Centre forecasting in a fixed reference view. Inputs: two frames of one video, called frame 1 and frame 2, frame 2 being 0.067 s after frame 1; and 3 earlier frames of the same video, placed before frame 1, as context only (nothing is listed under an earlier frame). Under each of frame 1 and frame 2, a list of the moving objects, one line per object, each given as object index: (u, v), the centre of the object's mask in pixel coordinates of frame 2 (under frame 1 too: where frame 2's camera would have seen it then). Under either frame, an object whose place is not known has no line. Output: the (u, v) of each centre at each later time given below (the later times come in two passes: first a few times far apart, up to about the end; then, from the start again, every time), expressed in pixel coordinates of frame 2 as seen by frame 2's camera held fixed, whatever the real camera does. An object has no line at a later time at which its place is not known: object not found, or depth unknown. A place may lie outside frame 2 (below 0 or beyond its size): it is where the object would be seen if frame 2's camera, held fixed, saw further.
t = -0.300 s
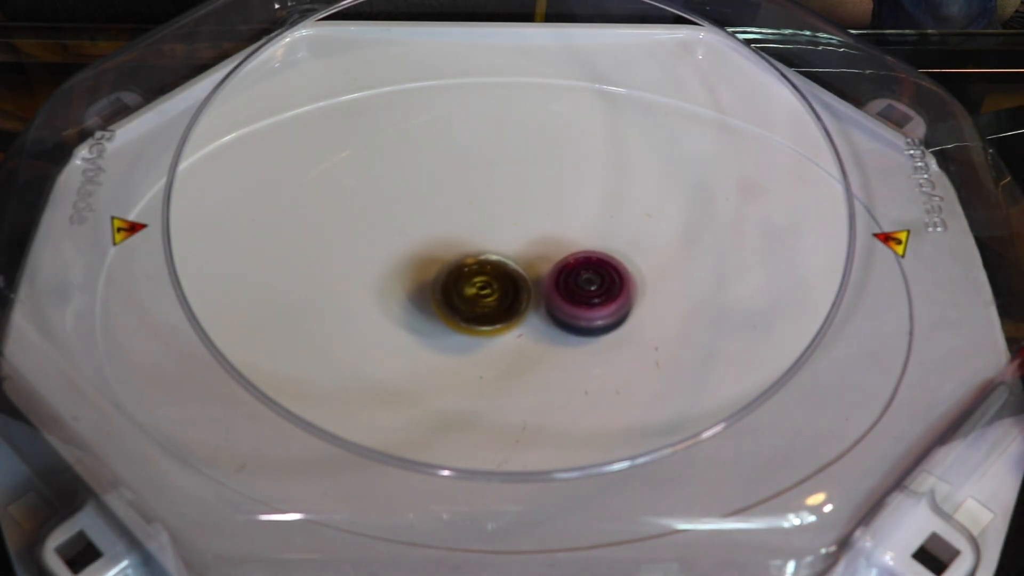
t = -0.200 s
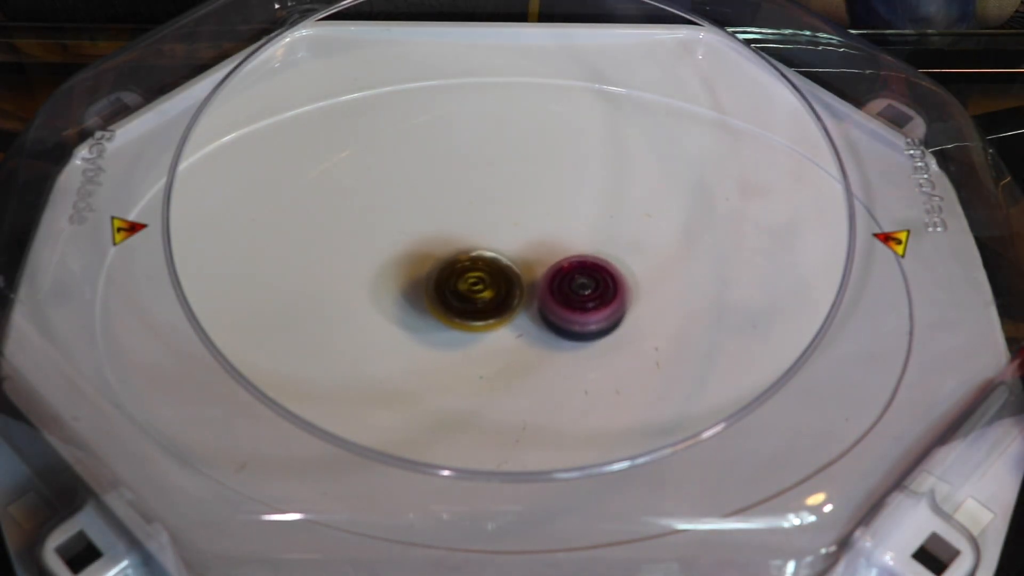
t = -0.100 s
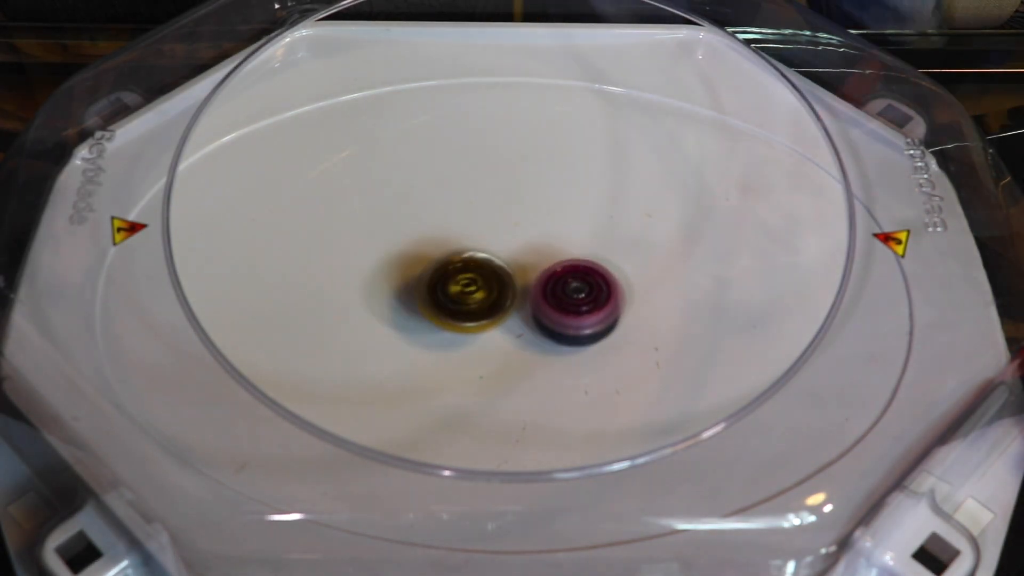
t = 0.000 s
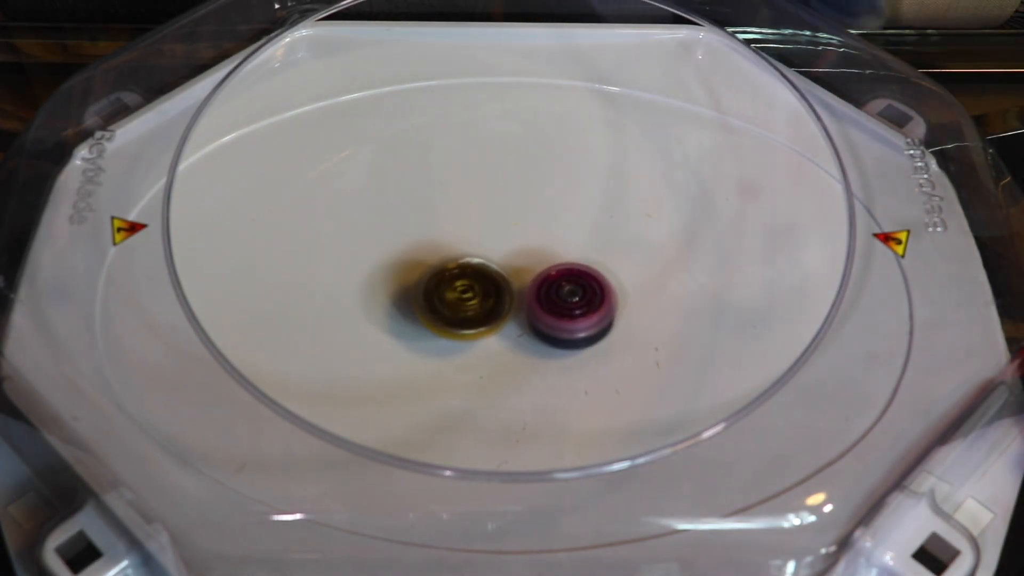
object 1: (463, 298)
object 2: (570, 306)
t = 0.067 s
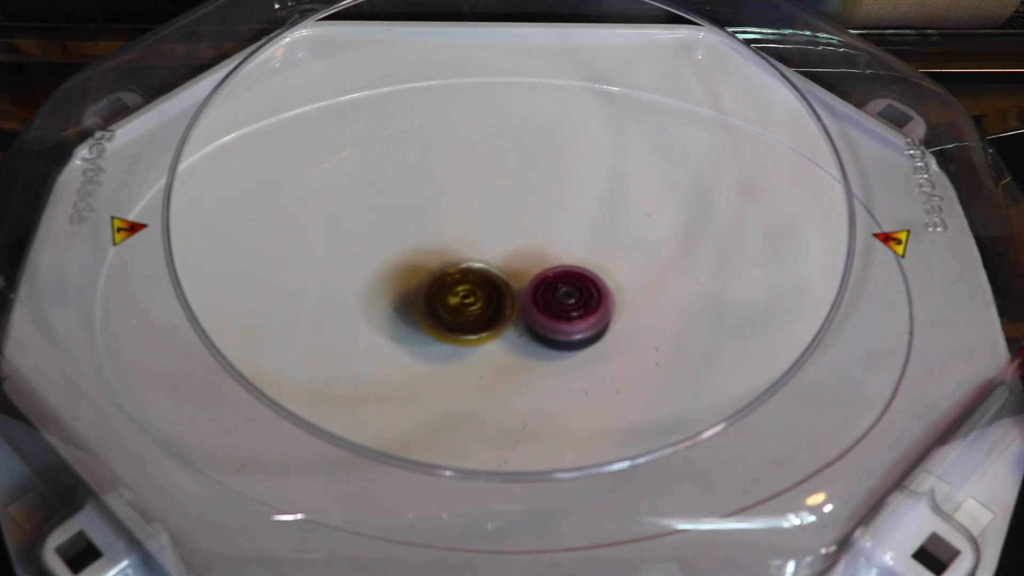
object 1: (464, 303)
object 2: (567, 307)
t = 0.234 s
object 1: (466, 309)
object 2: (573, 309)
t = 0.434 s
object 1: (464, 303)
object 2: (575, 307)
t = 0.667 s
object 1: (446, 297)
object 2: (576, 288)
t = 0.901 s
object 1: (451, 287)
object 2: (567, 279)
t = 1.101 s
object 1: (457, 269)
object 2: (561, 272)
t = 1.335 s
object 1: (454, 285)
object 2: (559, 270)
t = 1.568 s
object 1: (480, 316)
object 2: (564, 274)
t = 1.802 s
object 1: (472, 310)
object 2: (571, 284)
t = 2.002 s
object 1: (456, 308)
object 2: (565, 284)
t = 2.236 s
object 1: (456, 306)
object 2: (550, 283)
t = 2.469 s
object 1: (460, 310)
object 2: (544, 272)
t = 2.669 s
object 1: (473, 308)
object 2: (549, 261)
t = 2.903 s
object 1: (474, 304)
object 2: (557, 263)
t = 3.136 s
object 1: (467, 300)
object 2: (555, 268)
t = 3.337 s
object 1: (462, 300)
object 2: (553, 270)
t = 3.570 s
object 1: (462, 302)
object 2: (552, 274)
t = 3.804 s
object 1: (464, 308)
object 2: (555, 277)
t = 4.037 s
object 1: (467, 308)
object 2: (560, 279)
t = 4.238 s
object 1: (464, 303)
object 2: (562, 280)
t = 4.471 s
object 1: (456, 302)
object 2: (567, 278)
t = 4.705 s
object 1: (457, 297)
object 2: (562, 279)
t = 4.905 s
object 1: (463, 299)
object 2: (556, 278)
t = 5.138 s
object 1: (465, 300)
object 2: (561, 278)
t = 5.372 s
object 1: (468, 305)
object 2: (566, 281)
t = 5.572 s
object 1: (467, 305)
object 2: (567, 284)
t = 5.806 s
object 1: (471, 304)
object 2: (567, 288)
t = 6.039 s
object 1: (469, 304)
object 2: (567, 288)
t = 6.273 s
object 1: (469, 302)
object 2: (568, 286)
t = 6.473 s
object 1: (470, 301)
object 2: (569, 286)
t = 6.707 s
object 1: (471, 302)
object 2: (568, 288)
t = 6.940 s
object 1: (468, 302)
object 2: (567, 290)
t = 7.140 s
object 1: (466, 302)
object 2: (564, 291)
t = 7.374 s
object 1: (461, 303)
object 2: (563, 294)
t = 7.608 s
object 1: (459, 301)
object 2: (560, 296)
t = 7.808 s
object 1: (459, 302)
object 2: (561, 297)
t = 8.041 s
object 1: (458, 300)
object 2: (562, 298)
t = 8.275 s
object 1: (458, 301)
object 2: (563, 300)
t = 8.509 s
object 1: (456, 300)
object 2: (567, 301)
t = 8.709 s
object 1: (461, 296)
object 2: (564, 302)
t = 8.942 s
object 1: (464, 301)
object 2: (566, 303)
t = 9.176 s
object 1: (463, 298)
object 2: (565, 303)
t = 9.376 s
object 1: (460, 298)
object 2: (566, 303)
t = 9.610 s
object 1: (459, 298)
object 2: (560, 300)
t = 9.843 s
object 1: (459, 299)
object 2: (566, 300)
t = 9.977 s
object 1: (458, 297)
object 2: (566, 300)
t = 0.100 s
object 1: (463, 305)
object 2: (569, 307)
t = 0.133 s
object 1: (463, 307)
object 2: (570, 308)
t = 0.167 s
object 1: (465, 308)
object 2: (570, 308)
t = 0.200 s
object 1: (468, 309)
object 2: (570, 309)
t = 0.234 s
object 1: (466, 309)
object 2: (573, 309)
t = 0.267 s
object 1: (466, 309)
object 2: (576, 309)
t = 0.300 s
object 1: (466, 309)
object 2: (576, 309)
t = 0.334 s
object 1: (467, 307)
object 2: (575, 310)
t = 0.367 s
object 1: (468, 306)
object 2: (573, 310)
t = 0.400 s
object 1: (467, 304)
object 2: (573, 309)
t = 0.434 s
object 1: (464, 303)
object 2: (575, 307)
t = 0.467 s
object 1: (462, 302)
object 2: (575, 305)
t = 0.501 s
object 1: (461, 301)
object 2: (573, 302)
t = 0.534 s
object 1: (461, 300)
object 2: (569, 299)
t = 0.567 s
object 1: (462, 299)
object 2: (565, 297)
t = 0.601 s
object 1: (462, 298)
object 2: (563, 295)
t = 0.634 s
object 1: (452, 297)
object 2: (570, 291)
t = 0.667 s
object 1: (446, 297)
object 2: (576, 288)
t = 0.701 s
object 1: (441, 296)
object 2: (578, 286)
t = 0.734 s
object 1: (439, 295)
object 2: (579, 284)
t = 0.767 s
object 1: (440, 294)
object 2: (577, 283)
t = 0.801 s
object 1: (442, 292)
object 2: (575, 282)
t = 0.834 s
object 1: (445, 290)
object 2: (573, 281)
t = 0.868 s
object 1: (449, 289)
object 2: (570, 280)
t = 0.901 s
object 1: (451, 287)
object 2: (567, 279)
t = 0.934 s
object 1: (454, 283)
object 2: (566, 278)
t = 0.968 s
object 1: (457, 280)
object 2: (563, 277)
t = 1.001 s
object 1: (459, 277)
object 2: (561, 276)
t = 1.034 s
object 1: (460, 274)
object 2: (560, 274)
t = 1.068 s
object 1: (459, 271)
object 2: (561, 273)
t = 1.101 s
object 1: (457, 269)
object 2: (561, 272)
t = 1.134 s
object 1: (455, 267)
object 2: (560, 271)
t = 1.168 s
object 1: (451, 266)
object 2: (560, 271)
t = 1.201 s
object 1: (447, 267)
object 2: (561, 271)
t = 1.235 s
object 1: (446, 269)
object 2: (560, 270)
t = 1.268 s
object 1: (447, 273)
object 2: (560, 270)
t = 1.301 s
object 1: (451, 279)
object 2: (559, 270)
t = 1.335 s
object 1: (454, 285)
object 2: (559, 270)
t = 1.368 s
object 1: (459, 291)
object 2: (560, 270)
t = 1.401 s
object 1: (463, 297)
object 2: (560, 270)
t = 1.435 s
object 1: (467, 304)
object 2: (560, 271)
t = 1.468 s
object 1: (470, 310)
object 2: (561, 271)
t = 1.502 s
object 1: (473, 314)
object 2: (562, 272)
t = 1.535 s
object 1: (477, 315)
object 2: (563, 273)
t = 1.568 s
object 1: (480, 316)
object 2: (564, 274)
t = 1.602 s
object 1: (483, 315)
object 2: (565, 275)
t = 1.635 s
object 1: (482, 315)
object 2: (567, 276)
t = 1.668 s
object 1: (482, 314)
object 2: (568, 277)
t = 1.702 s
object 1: (482, 313)
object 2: (568, 279)
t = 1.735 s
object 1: (477, 312)
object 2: (570, 280)
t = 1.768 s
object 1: (474, 310)
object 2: (571, 281)
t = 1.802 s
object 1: (472, 310)
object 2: (571, 284)
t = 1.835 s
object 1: (470, 308)
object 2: (568, 286)
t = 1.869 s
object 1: (467, 307)
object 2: (564, 287)
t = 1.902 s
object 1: (462, 307)
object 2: (565, 285)
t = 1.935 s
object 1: (458, 308)
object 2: (567, 284)
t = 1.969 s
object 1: (457, 308)
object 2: (566, 283)
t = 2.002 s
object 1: (456, 308)
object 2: (565, 284)
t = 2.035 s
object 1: (456, 308)
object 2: (562, 284)
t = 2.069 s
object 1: (457, 307)
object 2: (559, 285)
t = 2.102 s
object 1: (458, 306)
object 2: (557, 285)
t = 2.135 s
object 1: (459, 306)
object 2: (554, 285)
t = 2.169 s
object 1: (457, 305)
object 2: (553, 285)
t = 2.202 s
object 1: (457, 305)
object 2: (552, 284)
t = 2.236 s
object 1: (456, 306)
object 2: (550, 283)
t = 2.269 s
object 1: (454, 306)
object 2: (549, 282)
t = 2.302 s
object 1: (454, 306)
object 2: (548, 281)
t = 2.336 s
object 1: (455, 307)
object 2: (546, 279)
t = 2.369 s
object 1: (455, 308)
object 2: (545, 278)
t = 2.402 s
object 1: (456, 309)
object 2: (545, 276)
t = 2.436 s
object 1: (457, 310)
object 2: (545, 274)
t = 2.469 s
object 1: (460, 310)
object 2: (544, 272)
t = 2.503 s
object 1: (463, 310)
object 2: (544, 270)
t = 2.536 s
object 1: (463, 311)
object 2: (544, 268)
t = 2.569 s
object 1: (465, 311)
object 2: (546, 265)
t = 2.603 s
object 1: (468, 311)
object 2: (547, 263)
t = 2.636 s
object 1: (469, 310)
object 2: (548, 262)
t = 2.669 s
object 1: (473, 308)
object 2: (549, 261)
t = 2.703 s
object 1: (474, 308)
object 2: (550, 260)
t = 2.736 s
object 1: (473, 308)
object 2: (552, 260)
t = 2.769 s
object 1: (474, 307)
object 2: (554, 260)
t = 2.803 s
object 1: (474, 307)
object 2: (555, 260)
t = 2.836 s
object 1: (475, 305)
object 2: (555, 261)
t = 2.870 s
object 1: (475, 305)
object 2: (556, 262)
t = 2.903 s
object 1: (474, 304)
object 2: (557, 263)
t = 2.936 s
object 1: (474, 303)
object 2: (556, 263)
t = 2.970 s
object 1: (473, 303)
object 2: (557, 264)
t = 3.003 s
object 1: (472, 302)
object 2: (557, 265)
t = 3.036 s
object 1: (471, 301)
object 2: (556, 265)
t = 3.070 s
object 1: (470, 301)
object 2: (556, 266)
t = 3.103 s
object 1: (469, 300)
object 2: (556, 267)
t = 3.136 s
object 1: (467, 300)
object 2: (555, 268)
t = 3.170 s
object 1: (467, 300)
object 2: (554, 268)
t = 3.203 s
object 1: (466, 300)
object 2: (554, 269)
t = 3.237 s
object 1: (464, 300)
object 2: (553, 269)
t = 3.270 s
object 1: (464, 300)
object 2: (553, 269)
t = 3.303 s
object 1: (463, 300)
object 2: (553, 270)
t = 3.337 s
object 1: (462, 300)
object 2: (553, 270)
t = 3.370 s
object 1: (461, 301)
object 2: (554, 270)
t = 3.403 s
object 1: (460, 301)
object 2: (553, 271)
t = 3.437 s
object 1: (460, 302)
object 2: (553, 271)
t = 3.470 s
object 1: (460, 302)
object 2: (553, 272)
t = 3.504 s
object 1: (461, 302)
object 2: (553, 273)
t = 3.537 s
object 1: (461, 302)
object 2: (551, 273)
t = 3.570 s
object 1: (462, 302)
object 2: (552, 274)
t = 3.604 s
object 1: (461, 303)
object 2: (552, 274)
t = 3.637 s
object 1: (461, 303)
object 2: (553, 275)
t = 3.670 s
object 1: (462, 305)
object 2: (553, 275)
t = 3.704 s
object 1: (462, 305)
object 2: (553, 276)
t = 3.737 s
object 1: (462, 306)
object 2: (555, 276)
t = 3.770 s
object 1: (462, 307)
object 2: (555, 277)
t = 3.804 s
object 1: (464, 308)
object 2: (555, 277)
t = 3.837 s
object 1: (464, 308)
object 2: (556, 278)
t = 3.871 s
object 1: (466, 308)
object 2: (556, 279)
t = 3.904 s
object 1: (464, 309)
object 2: (558, 278)
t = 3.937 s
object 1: (465, 310)
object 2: (560, 278)
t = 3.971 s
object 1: (465, 310)
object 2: (560, 278)
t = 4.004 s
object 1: (466, 309)
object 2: (560, 279)
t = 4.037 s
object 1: (467, 308)
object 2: (560, 279)
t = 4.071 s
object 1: (469, 307)
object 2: (560, 280)
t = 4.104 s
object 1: (465, 308)
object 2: (562, 279)
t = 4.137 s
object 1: (465, 307)
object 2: (563, 279)
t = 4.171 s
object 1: (464, 307)
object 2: (563, 279)
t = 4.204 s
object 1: (465, 304)
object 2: (562, 279)
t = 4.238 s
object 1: (464, 303)
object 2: (562, 280)
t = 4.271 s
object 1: (462, 301)
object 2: (561, 280)
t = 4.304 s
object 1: (461, 301)
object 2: (560, 280)
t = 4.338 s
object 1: (461, 301)
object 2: (559, 281)
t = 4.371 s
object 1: (462, 302)
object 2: (558, 281)
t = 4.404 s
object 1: (460, 301)
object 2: (561, 280)
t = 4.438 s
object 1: (457, 302)
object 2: (565, 279)
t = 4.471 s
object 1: (456, 302)
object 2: (567, 278)
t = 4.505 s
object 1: (456, 302)
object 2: (568, 278)
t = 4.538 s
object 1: (457, 301)
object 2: (567, 279)
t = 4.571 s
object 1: (457, 300)
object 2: (567, 279)
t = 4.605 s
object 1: (458, 299)
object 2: (566, 279)
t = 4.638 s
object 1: (457, 298)
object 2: (564, 279)
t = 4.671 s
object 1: (457, 298)
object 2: (563, 279)
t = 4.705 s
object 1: (457, 297)
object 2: (562, 279)
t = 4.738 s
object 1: (457, 298)
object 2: (560, 279)
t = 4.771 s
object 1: (458, 297)
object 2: (559, 278)
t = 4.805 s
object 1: (459, 298)
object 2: (558, 278)
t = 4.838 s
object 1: (460, 298)
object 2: (557, 278)
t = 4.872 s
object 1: (461, 299)
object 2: (556, 278)
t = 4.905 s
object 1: (463, 299)
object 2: (556, 278)
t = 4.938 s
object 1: (461, 300)
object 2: (558, 277)
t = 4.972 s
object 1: (461, 302)
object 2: (560, 276)
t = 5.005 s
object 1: (463, 302)
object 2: (561, 276)
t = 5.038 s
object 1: (464, 302)
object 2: (562, 276)
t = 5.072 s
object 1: (465, 301)
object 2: (562, 277)
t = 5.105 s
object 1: (465, 300)
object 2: (562, 277)
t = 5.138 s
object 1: (465, 300)
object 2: (561, 278)
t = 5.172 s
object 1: (465, 301)
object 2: (562, 278)
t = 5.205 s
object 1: (466, 302)
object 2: (561, 279)
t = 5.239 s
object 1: (468, 301)
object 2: (561, 279)
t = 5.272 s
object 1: (465, 303)
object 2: (562, 279)
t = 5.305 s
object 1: (465, 304)
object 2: (565, 279)
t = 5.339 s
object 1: (465, 305)
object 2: (565, 280)
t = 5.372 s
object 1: (468, 305)
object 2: (566, 281)
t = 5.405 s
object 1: (468, 304)
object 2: (565, 282)
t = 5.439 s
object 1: (468, 304)
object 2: (565, 282)
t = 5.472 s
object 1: (469, 303)
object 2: (563, 283)
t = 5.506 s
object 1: (467, 304)
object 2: (565, 283)
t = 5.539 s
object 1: (467, 305)
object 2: (566, 283)
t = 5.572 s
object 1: (467, 305)
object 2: (567, 284)
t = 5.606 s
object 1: (468, 305)
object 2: (567, 284)
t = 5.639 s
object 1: (470, 304)
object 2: (567, 286)
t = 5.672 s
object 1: (469, 304)
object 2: (566, 287)
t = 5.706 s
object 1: (469, 304)
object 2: (567, 287)
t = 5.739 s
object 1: (469, 304)
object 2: (568, 287)
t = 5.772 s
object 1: (469, 304)
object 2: (568, 288)
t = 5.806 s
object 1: (471, 304)
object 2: (567, 288)
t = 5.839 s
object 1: (470, 304)
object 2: (567, 288)
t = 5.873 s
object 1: (470, 304)
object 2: (567, 287)
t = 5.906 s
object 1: (470, 304)
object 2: (567, 288)
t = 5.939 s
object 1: (469, 304)
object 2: (567, 287)
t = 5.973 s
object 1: (469, 305)
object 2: (568, 288)
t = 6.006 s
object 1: (470, 304)
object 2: (567, 287)
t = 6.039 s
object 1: (469, 304)
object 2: (567, 288)
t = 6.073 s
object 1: (469, 304)
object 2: (567, 287)
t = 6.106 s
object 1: (469, 303)
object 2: (567, 287)
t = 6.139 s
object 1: (469, 303)
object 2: (567, 287)
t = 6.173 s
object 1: (469, 303)
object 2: (568, 286)
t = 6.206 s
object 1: (468, 302)
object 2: (568, 286)
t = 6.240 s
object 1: (467, 302)
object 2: (569, 286)
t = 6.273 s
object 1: (469, 302)
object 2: (568, 286)
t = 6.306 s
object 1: (469, 302)
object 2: (568, 286)
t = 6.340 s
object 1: (469, 302)
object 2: (568, 286)
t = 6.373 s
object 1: (470, 301)
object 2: (568, 286)
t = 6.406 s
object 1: (470, 300)
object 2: (568, 286)
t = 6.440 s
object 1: (469, 300)
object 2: (567, 286)
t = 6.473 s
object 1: (470, 301)
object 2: (569, 286)
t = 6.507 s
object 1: (470, 301)
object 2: (568, 286)
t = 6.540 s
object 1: (470, 302)
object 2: (569, 286)
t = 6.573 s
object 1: (471, 302)
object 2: (568, 287)
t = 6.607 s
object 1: (470, 301)
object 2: (569, 287)
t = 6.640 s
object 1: (469, 302)
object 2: (568, 287)
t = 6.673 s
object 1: (471, 302)
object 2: (568, 287)
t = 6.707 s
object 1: (471, 302)
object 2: (568, 288)
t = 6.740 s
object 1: (468, 301)
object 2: (568, 288)
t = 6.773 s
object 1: (469, 302)
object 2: (569, 289)
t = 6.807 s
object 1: (469, 302)
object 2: (568, 289)
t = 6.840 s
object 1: (468, 302)
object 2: (568, 289)
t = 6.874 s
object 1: (467, 302)
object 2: (567, 289)
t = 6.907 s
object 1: (468, 302)
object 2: (567, 289)
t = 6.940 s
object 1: (468, 302)
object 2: (567, 290)
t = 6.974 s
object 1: (467, 302)
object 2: (566, 290)
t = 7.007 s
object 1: (466, 302)
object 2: (567, 290)
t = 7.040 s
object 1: (466, 302)
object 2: (566, 290)
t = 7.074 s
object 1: (465, 302)
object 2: (565, 291)
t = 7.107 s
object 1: (465, 302)
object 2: (564, 291)
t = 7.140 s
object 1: (466, 302)
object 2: (564, 291)
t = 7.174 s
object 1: (465, 301)
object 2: (564, 292)
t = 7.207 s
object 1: (462, 302)
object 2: (565, 292)
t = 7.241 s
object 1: (462, 303)
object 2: (565, 292)
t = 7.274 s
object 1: (463, 303)
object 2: (564, 293)
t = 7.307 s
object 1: (463, 302)
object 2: (564, 293)
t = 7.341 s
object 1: (462, 302)
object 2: (564, 294)
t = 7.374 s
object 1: (461, 303)
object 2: (563, 294)
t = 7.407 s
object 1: (461, 302)
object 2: (563, 295)
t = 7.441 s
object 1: (461, 302)
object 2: (562, 295)
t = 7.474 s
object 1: (460, 302)
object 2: (561, 295)
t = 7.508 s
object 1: (460, 302)
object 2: (561, 295)
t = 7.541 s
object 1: (460, 301)
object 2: (561, 295)
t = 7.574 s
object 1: (460, 301)
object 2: (561, 296)
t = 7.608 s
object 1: (459, 301)
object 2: (560, 296)
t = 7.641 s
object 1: (459, 302)
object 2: (560, 296)
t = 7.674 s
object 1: (460, 302)
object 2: (560, 296)
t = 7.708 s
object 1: (460, 301)
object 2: (560, 296)
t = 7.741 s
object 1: (459, 302)
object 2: (561, 296)
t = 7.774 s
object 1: (459, 302)
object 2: (561, 297)
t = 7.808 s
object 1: (459, 302)
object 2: (561, 297)
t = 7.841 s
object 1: (460, 301)
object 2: (561, 298)
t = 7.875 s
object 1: (459, 301)
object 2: (560, 297)
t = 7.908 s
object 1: (459, 301)
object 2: (561, 297)
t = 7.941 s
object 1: (459, 301)
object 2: (561, 297)
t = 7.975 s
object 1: (460, 300)
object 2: (561, 298)
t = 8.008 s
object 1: (459, 300)
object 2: (561, 297)
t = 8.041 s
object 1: (458, 300)
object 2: (562, 298)
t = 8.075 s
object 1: (458, 301)
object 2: (562, 298)
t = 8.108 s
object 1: (460, 301)
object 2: (562, 299)
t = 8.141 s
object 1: (460, 300)
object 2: (561, 299)
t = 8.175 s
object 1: (458, 299)
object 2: (563, 299)
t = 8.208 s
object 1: (456, 300)
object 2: (564, 300)
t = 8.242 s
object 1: (457, 301)
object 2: (563, 300)
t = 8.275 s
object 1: (458, 301)
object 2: (563, 300)
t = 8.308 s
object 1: (460, 300)
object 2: (563, 300)
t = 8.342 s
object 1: (460, 299)
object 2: (562, 300)
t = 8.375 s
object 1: (460, 299)
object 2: (564, 300)
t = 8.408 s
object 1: (458, 298)
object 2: (567, 300)
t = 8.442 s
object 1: (456, 298)
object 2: (567, 300)
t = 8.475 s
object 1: (456, 299)
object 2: (567, 300)
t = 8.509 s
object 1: (456, 300)
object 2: (567, 301)
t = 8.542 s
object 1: (458, 300)
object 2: (567, 301)
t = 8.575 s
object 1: (461, 299)
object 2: (567, 301)
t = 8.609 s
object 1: (462, 297)
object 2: (566, 301)
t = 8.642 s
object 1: (461, 296)
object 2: (565, 302)
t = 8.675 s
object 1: (461, 296)
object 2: (565, 302)
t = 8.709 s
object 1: (461, 296)
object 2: (564, 302)
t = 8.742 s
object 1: (462, 297)
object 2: (563, 302)
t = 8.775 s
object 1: (463, 298)
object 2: (563, 302)
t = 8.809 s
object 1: (462, 299)
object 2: (565, 302)
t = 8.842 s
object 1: (462, 300)
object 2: (565, 302)
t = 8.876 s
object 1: (463, 300)
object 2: (565, 303)
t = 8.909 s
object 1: (464, 301)
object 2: (567, 303)
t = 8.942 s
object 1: (464, 301)
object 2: (566, 303)
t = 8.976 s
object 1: (465, 300)
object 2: (567, 303)
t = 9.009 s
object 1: (465, 299)
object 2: (567, 304)
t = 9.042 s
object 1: (464, 299)
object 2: (567, 304)
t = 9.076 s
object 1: (462, 298)
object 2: (567, 304)
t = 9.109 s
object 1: (462, 298)
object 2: (567, 304)
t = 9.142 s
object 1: (462, 299)
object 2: (566, 304)
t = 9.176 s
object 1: (463, 298)
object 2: (565, 303)
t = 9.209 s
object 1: (464, 297)
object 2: (565, 303)
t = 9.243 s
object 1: (461, 296)
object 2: (567, 303)
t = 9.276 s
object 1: (458, 297)
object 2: (567, 303)
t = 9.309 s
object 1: (457, 298)
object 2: (568, 303)
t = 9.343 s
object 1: (458, 298)
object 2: (567, 303)
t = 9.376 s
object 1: (460, 298)
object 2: (566, 303)
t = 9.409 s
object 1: (461, 297)
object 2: (565, 302)
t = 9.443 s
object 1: (462, 295)
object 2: (564, 302)
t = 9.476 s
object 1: (460, 294)
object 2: (563, 301)
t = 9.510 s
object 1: (460, 294)
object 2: (562, 301)
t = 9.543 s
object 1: (459, 295)
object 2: (562, 300)
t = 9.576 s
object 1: (458, 297)
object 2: (561, 300)
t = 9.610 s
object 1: (459, 298)
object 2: (560, 300)
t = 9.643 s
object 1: (460, 299)
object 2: (561, 300)
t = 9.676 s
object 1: (459, 298)
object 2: (564, 300)
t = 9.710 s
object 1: (456, 299)
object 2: (566, 300)
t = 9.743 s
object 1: (455, 299)
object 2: (566, 300)
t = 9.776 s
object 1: (456, 300)
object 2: (566, 300)
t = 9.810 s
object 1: (457, 300)
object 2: (566, 300)
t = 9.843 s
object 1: (459, 299)
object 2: (566, 300)
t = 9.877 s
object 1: (459, 297)
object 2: (566, 300)
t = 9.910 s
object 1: (459, 296)
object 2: (565, 300)
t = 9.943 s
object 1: (459, 296)
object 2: (566, 300)
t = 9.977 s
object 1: (458, 297)
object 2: (566, 300)
